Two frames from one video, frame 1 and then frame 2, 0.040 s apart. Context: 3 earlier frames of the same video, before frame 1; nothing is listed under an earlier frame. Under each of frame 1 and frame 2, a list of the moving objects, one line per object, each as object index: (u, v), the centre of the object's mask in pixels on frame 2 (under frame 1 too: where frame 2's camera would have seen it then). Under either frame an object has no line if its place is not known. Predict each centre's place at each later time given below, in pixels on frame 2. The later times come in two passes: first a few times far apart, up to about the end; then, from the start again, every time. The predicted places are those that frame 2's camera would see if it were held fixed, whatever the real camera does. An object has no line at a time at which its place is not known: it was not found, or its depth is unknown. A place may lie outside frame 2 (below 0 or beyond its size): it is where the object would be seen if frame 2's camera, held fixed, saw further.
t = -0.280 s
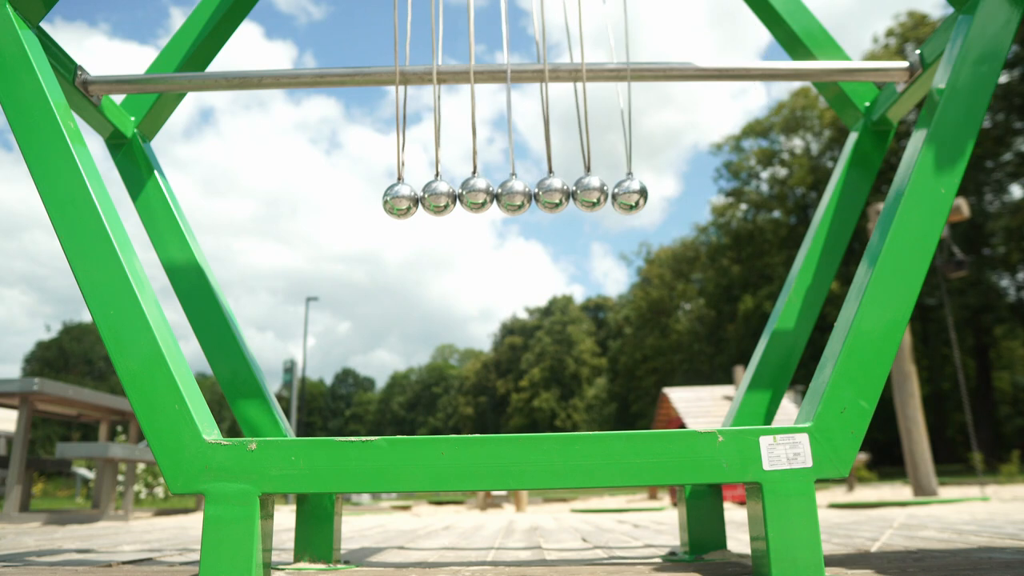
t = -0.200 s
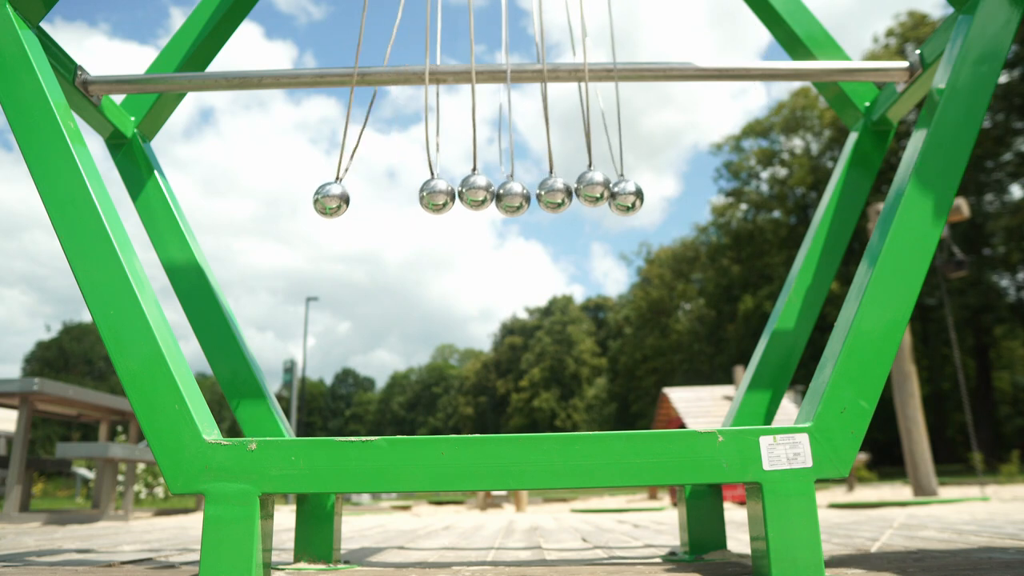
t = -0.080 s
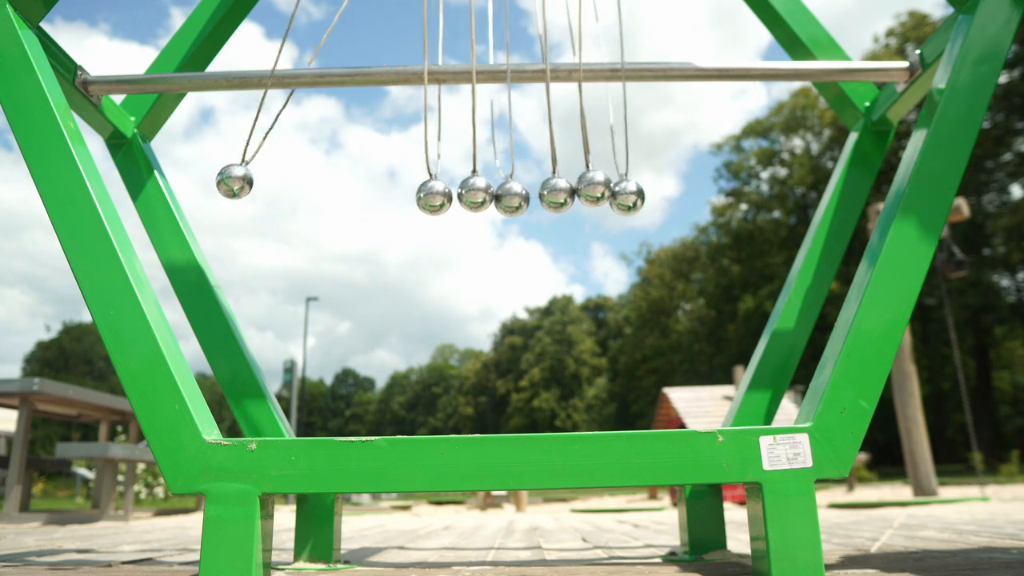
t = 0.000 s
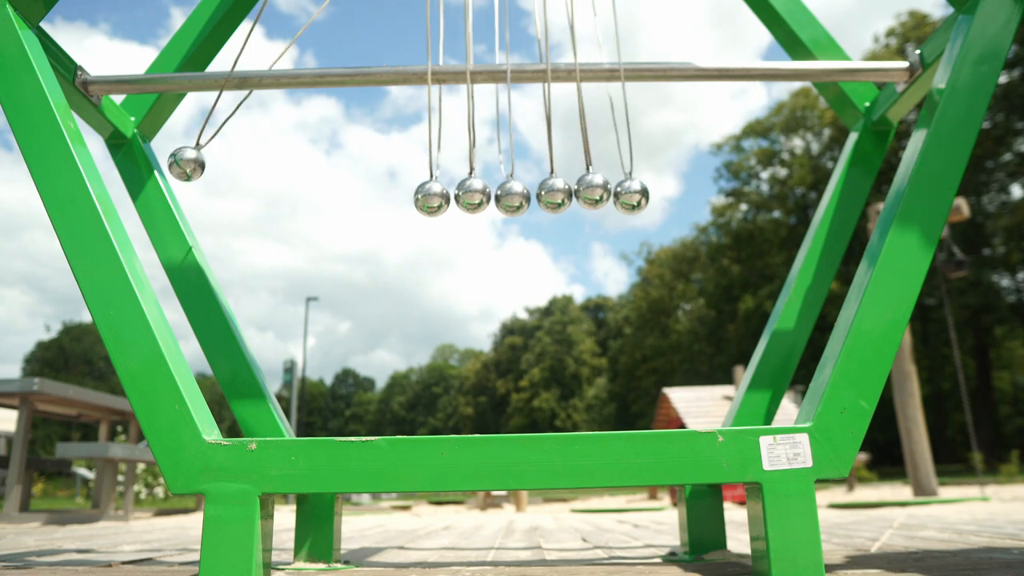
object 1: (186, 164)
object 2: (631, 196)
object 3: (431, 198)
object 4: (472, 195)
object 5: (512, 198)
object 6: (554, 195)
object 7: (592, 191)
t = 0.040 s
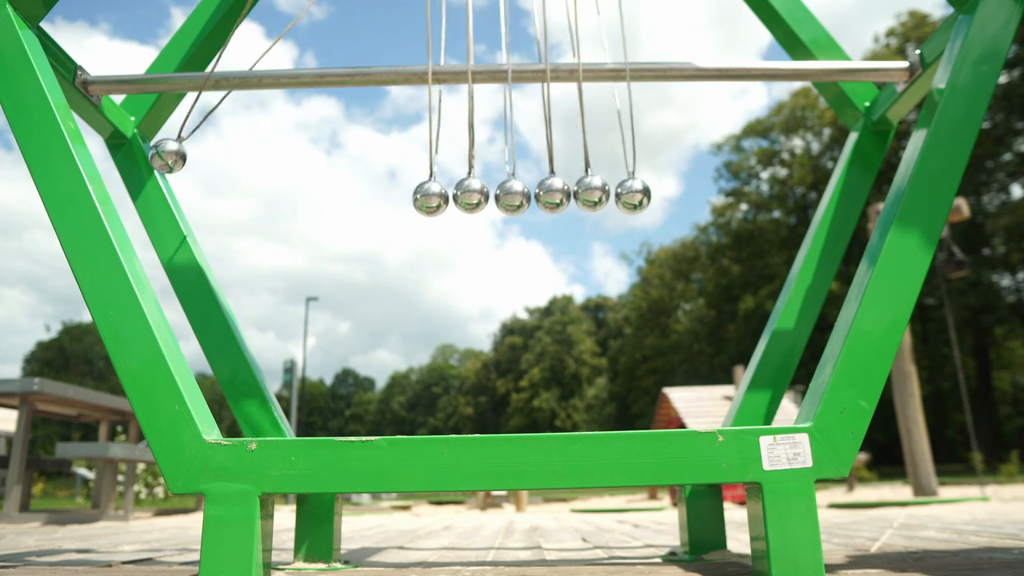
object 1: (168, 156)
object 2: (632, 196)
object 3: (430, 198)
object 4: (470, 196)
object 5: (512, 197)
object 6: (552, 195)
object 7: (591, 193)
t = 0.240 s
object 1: (124, 132)
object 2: (637, 196)
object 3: (424, 197)
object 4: (462, 195)
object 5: (505, 196)
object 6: (547, 195)
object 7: (587, 194)
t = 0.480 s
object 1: (178, 161)
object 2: (634, 196)
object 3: (417, 198)
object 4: (457, 195)
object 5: (496, 197)
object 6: (539, 195)
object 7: (582, 195)
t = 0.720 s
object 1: (353, 200)
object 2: (622, 196)
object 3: (414, 198)
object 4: (454, 195)
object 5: (495, 197)
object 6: (536, 195)
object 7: (577, 194)
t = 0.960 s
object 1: (386, 200)
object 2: (755, 175)
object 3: (425, 198)
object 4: (463, 193)
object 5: (502, 197)
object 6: (542, 195)
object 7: (580, 188)
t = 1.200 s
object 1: (382, 201)
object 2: (840, 141)
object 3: (428, 198)
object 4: (471, 195)
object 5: (512, 197)
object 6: (554, 195)
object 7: (592, 195)
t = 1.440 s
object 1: (377, 201)
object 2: (824, 149)
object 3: (429, 198)
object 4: (478, 195)
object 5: (521, 197)
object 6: (560, 194)
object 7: (603, 192)
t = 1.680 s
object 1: (380, 201)
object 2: (703, 188)
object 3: (431, 198)
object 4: (479, 195)
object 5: (519, 197)
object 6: (558, 194)
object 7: (601, 193)
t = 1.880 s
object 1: (334, 200)
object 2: (626, 197)
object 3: (424, 197)
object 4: (468, 193)
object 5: (509, 198)
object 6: (548, 195)
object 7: (588, 192)
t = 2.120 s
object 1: (214, 175)
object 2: (621, 196)
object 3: (415, 198)
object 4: (457, 195)
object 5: (500, 197)
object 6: (538, 195)
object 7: (579, 194)
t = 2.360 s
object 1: (187, 165)
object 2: (628, 196)
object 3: (398, 198)
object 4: (447, 195)
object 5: (492, 197)
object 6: (531, 195)
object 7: (580, 194)
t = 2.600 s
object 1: (260, 188)
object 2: (630, 196)
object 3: (399, 198)
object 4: (448, 195)
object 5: (492, 197)
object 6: (530, 195)
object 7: (581, 194)
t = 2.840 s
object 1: (380, 201)
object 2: (632, 196)
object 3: (422, 198)
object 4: (462, 194)
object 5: (500, 198)
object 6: (545, 195)
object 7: (589, 192)
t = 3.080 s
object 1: (397, 201)
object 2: (751, 177)
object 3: (435, 198)
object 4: (473, 195)
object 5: (513, 197)
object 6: (553, 194)
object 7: (596, 193)
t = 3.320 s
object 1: (390, 201)
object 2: (795, 162)
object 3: (436, 198)
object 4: (478, 195)
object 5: (524, 196)
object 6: (567, 194)
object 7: (617, 191)
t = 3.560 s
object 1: (384, 201)
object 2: (755, 175)
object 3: (434, 198)
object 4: (477, 195)
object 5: (524, 196)
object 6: (568, 194)
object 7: (619, 192)
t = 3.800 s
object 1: (382, 201)
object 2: (640, 196)
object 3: (429, 198)
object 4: (472, 195)
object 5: (513, 197)
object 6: (555, 195)
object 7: (601, 193)
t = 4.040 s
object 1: (296, 195)
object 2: (612, 197)
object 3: (418, 198)
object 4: (458, 195)
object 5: (496, 198)
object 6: (535, 195)
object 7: (574, 194)
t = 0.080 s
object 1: (153, 149)
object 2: (634, 195)
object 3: (429, 198)
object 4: (469, 195)
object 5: (512, 195)
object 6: (550, 194)
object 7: (590, 194)
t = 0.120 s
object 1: (141, 142)
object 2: (635, 195)
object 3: (428, 198)
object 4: (467, 195)
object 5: (511, 194)
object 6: (550, 194)
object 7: (589, 194)
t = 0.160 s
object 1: (132, 137)
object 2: (636, 196)
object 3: (426, 198)
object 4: (465, 195)
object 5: (509, 194)
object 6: (550, 194)
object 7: (588, 194)
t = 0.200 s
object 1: (127, 134)
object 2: (637, 196)
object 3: (425, 197)
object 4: (463, 195)
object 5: (507, 195)
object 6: (549, 195)
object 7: (587, 194)
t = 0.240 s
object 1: (124, 132)
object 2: (637, 196)
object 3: (424, 197)
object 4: (462, 195)
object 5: (505, 196)
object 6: (547, 195)
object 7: (587, 194)
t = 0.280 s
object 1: (125, 132)
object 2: (637, 196)
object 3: (422, 197)
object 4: (461, 195)
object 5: (503, 197)
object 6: (546, 195)
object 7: (587, 193)
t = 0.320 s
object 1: (128, 134)
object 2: (637, 196)
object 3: (421, 198)
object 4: (460, 195)
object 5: (501, 197)
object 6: (544, 195)
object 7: (586, 193)
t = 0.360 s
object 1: (135, 139)
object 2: (637, 196)
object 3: (420, 198)
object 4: (460, 195)
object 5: (500, 197)
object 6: (543, 195)
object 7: (585, 193)
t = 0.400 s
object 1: (146, 145)
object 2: (636, 196)
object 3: (419, 198)
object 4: (459, 195)
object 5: (498, 197)
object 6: (541, 195)
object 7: (584, 193)
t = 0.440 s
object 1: (160, 152)
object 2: (635, 196)
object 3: (418, 198)
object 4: (459, 195)
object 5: (496, 197)
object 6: (540, 195)
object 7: (584, 194)
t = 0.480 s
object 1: (178, 161)
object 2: (634, 196)
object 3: (417, 198)
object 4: (457, 195)
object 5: (496, 197)
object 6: (539, 195)
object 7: (582, 195)
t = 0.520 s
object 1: (199, 169)
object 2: (632, 196)
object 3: (416, 198)
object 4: (456, 195)
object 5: (496, 196)
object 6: (537, 195)
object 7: (581, 195)
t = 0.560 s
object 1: (223, 178)
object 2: (631, 196)
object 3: (416, 198)
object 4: (454, 195)
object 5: (496, 196)
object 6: (536, 195)
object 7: (581, 194)
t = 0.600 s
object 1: (252, 186)
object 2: (629, 196)
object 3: (416, 198)
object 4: (453, 195)
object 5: (497, 197)
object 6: (535, 195)
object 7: (580, 194)
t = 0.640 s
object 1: (283, 193)
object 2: (627, 196)
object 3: (415, 198)
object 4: (454, 195)
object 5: (497, 197)
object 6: (535, 195)
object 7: (579, 194)
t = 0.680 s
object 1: (317, 198)
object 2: (625, 196)
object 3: (414, 198)
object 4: (454, 195)
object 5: (496, 197)
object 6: (535, 195)
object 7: (578, 194)
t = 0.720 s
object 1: (353, 200)
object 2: (622, 196)
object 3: (414, 198)
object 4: (454, 195)
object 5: (495, 197)
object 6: (536, 195)
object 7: (577, 194)
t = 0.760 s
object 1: (378, 201)
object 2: (620, 197)
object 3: (418, 198)
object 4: (458, 195)
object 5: (499, 197)
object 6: (538, 195)
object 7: (577, 195)
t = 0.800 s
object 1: (379, 201)
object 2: (645, 195)
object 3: (419, 198)
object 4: (458, 192)
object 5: (500, 198)
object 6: (538, 195)
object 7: (582, 191)
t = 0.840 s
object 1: (381, 201)
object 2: (675, 193)
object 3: (420, 198)
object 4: (458, 191)
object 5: (501, 198)
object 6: (539, 195)
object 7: (582, 188)
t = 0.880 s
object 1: (383, 201)
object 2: (704, 188)
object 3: (422, 198)
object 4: (460, 191)
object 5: (501, 198)
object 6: (540, 195)
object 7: (581, 188)
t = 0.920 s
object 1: (385, 201)
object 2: (731, 183)
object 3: (424, 198)
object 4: (461, 191)
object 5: (502, 198)
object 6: (542, 195)
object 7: (580, 187)
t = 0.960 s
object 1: (386, 200)
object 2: (755, 175)
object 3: (425, 198)
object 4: (463, 193)
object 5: (502, 197)
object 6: (542, 195)
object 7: (580, 188)
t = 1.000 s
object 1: (388, 200)
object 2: (776, 168)
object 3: (426, 198)
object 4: (465, 194)
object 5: (503, 197)
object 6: (541, 195)
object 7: (582, 190)
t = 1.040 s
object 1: (388, 200)
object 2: (794, 163)
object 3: (427, 198)
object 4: (465, 195)
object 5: (503, 197)
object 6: (544, 195)
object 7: (584, 191)
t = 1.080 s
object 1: (386, 200)
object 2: (810, 156)
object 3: (427, 198)
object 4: (467, 195)
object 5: (506, 197)
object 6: (546, 195)
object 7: (586, 193)
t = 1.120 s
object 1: (385, 201)
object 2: (823, 150)
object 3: (428, 198)
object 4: (468, 195)
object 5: (508, 197)
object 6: (549, 195)
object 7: (588, 194)
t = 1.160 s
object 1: (383, 201)
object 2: (834, 144)
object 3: (428, 198)
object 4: (470, 195)
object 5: (510, 197)
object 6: (552, 195)
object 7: (590, 195)
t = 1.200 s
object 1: (382, 201)
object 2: (840, 141)
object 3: (428, 198)
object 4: (471, 195)
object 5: (512, 197)
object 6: (554, 195)
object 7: (592, 195)
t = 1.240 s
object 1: (380, 201)
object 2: (844, 138)
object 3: (428, 198)
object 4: (472, 195)
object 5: (514, 197)
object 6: (555, 194)
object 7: (595, 194)
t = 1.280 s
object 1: (379, 201)
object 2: (846, 137)
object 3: (428, 198)
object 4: (474, 195)
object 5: (515, 197)
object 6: (557, 194)
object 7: (597, 194)
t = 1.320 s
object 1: (378, 201)
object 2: (845, 138)
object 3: (429, 198)
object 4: (475, 195)
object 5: (517, 197)
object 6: (558, 194)
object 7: (599, 193)
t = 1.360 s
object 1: (377, 201)
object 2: (841, 140)
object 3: (429, 198)
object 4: (476, 195)
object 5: (518, 197)
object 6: (559, 194)
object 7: (601, 192)
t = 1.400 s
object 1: (377, 201)
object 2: (834, 144)
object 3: (429, 198)
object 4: (477, 195)
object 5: (520, 197)
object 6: (559, 194)
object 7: (602, 192)
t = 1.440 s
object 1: (377, 201)
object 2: (824, 149)
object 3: (429, 198)
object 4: (478, 195)
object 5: (521, 197)
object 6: (560, 194)
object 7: (603, 192)
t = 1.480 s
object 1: (377, 201)
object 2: (811, 156)
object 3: (430, 198)
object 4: (478, 195)
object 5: (521, 197)
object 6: (560, 194)
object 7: (604, 193)
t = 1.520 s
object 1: (377, 201)
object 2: (794, 162)
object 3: (430, 198)
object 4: (479, 195)
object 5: (522, 196)
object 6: (560, 194)
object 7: (604, 193)
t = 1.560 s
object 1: (377, 201)
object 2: (776, 169)
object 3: (430, 198)
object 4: (479, 195)
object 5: (521, 197)
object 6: (559, 194)
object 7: (603, 193)
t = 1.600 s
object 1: (378, 201)
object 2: (754, 176)
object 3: (431, 198)
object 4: (479, 195)
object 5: (521, 197)
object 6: (559, 194)
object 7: (603, 193)
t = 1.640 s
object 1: (379, 201)
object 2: (730, 182)
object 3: (431, 198)
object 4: (479, 195)
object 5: (520, 197)
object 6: (559, 195)
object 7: (602, 193)
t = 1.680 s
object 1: (380, 201)
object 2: (703, 188)
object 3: (431, 198)
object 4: (479, 195)
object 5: (519, 197)
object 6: (558, 194)
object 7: (601, 193)
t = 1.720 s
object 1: (382, 201)
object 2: (674, 192)
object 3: (431, 198)
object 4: (478, 195)
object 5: (517, 197)
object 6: (557, 195)
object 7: (600, 193)
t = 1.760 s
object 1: (383, 201)
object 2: (643, 195)
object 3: (431, 198)
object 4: (477, 195)
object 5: (516, 197)
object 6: (556, 195)
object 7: (598, 193)
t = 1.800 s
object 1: (385, 201)
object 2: (632, 196)
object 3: (425, 198)
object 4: (469, 194)
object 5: (514, 197)
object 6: (551, 195)
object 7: (593, 192)
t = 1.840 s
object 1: (361, 201)
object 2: (629, 197)
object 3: (423, 197)
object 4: (468, 193)
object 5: (512, 198)
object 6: (550, 195)
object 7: (591, 191)
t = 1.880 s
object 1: (334, 200)
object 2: (626, 197)
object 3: (424, 197)
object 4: (468, 193)
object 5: (509, 198)
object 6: (548, 195)
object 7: (588, 192)
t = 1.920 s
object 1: (309, 197)
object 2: (623, 196)
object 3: (426, 197)
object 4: (467, 194)
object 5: (507, 198)
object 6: (546, 195)
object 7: (586, 192)
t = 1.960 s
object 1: (285, 193)
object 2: (621, 196)
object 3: (427, 197)
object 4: (467, 195)
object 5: (505, 198)
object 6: (544, 195)
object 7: (582, 193)
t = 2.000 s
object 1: (264, 188)
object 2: (619, 196)
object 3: (427, 198)
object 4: (465, 195)
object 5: (504, 198)
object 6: (541, 195)
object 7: (580, 194)
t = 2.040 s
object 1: (244, 184)
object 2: (618, 196)
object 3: (423, 198)
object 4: (462, 195)
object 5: (503, 197)
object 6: (541, 195)
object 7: (580, 194)
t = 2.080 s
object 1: (228, 179)
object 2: (619, 196)
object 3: (419, 198)
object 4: (459, 195)
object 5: (501, 197)
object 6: (540, 195)
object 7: (579, 194)
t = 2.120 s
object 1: (214, 175)
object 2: (621, 196)
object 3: (415, 198)
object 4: (457, 195)
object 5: (500, 197)
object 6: (538, 195)
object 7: (579, 194)
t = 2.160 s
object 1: (203, 171)
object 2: (622, 196)
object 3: (411, 198)
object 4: (455, 195)
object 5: (498, 197)
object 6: (537, 195)
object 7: (580, 194)
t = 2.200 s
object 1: (195, 168)
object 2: (623, 196)
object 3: (408, 198)
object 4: (453, 195)
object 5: (496, 197)
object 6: (535, 195)
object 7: (580, 194)
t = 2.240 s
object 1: (188, 165)
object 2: (624, 196)
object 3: (405, 197)
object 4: (451, 195)
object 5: (495, 197)
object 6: (534, 195)
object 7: (580, 194)
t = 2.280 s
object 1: (185, 164)
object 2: (626, 196)
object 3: (402, 198)
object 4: (449, 195)
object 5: (494, 197)
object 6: (533, 195)
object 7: (580, 194)
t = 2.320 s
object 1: (185, 164)
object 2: (627, 196)
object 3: (400, 198)
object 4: (448, 195)
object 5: (493, 197)
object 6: (532, 195)
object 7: (580, 194)
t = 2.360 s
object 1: (187, 165)
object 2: (628, 196)
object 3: (398, 198)
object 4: (447, 195)
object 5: (492, 197)
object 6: (531, 195)
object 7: (580, 194)
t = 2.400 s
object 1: (193, 167)
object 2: (628, 196)
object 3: (397, 198)
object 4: (446, 195)
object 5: (492, 197)
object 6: (530, 195)
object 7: (580, 194)
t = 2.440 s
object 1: (200, 170)
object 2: (629, 196)
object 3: (396, 198)
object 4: (446, 195)
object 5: (491, 197)
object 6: (530, 195)
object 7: (580, 194)
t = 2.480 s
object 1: (211, 174)
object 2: (629, 196)
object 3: (396, 198)
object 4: (446, 195)
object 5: (491, 197)
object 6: (530, 195)
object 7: (581, 194)
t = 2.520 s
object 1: (225, 178)
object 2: (630, 196)
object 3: (396, 198)
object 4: (446, 195)
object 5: (491, 197)
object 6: (530, 195)
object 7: (581, 194)
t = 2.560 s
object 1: (241, 183)
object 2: (630, 196)
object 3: (397, 198)
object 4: (447, 195)
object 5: (491, 197)
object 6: (530, 195)
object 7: (581, 194)
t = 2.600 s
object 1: (260, 188)
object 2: (630, 196)
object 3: (399, 198)
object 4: (448, 195)
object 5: (492, 197)
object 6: (530, 195)
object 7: (581, 194)
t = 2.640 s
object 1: (281, 192)
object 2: (630, 196)
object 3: (400, 198)
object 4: (449, 195)
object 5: (493, 197)
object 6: (531, 195)
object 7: (581, 194)
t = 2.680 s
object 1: (304, 196)
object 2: (629, 196)
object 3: (403, 198)
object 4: (451, 195)
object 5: (494, 197)
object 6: (532, 195)
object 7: (582, 194)
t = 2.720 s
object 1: (329, 199)
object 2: (629, 196)
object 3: (405, 198)
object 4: (453, 195)
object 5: (495, 197)
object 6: (533, 195)
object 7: (582, 194)
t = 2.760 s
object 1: (355, 201)
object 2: (628, 196)
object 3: (408, 198)
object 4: (455, 195)
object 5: (496, 197)
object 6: (534, 195)
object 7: (582, 194)
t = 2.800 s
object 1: (375, 201)
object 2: (627, 196)
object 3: (419, 198)
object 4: (457, 195)
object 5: (497, 197)
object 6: (535, 195)
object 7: (582, 194)
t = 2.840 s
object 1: (380, 201)
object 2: (632, 196)
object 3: (422, 198)
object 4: (462, 194)
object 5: (500, 198)
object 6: (545, 195)
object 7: (589, 192)
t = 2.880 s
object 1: (384, 201)
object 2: (655, 195)
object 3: (425, 198)
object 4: (464, 194)
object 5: (501, 198)
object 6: (545, 195)
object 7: (590, 191)
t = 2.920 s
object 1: (389, 201)
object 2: (677, 193)
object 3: (428, 198)
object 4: (466, 194)
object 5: (503, 198)
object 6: (546, 195)
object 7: (589, 190)
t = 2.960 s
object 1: (393, 201)
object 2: (698, 189)
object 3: (431, 198)
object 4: (468, 194)
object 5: (506, 198)
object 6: (546, 195)
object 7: (589, 191)
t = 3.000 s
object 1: (394, 201)
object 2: (718, 185)
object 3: (434, 198)
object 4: (472, 195)
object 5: (510, 197)
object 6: (548, 195)
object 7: (588, 192)
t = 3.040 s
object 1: (396, 201)
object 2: (735, 180)
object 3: (435, 198)
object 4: (473, 195)
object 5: (512, 197)
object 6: (550, 194)
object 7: (591, 193)
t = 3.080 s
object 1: (397, 201)
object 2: (751, 177)
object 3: (435, 198)
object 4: (473, 195)
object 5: (513, 197)
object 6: (553, 194)
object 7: (596, 193)
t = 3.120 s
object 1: (397, 201)
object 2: (764, 173)
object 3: (436, 198)
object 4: (474, 195)
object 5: (516, 197)
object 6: (556, 195)
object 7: (600, 193)
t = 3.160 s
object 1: (396, 201)
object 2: (774, 169)
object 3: (436, 198)
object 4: (474, 195)
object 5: (518, 197)
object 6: (559, 195)
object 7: (604, 193)
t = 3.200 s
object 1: (394, 201)
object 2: (783, 166)
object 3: (436, 198)
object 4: (475, 195)
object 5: (520, 197)
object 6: (562, 194)
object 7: (608, 193)
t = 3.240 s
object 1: (393, 201)
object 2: (789, 164)
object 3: (436, 198)
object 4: (476, 195)
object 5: (521, 197)
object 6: (564, 194)
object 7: (612, 192)
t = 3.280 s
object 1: (392, 201)
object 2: (793, 163)
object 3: (436, 198)
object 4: (477, 195)
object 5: (523, 196)
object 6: (566, 194)
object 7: (615, 192)
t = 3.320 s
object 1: (390, 201)
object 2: (795, 162)
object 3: (436, 198)
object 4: (478, 195)
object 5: (524, 196)
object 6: (567, 194)
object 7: (617, 191)
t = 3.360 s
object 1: (389, 201)
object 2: (794, 162)
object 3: (436, 198)
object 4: (478, 195)
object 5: (524, 196)
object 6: (568, 194)
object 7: (619, 192)
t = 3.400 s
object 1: (388, 201)
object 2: (791, 164)
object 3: (436, 198)
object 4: (478, 195)
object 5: (525, 196)
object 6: (569, 194)
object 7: (620, 192)
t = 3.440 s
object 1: (387, 201)
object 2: (786, 165)
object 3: (435, 198)
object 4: (478, 195)
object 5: (525, 196)
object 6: (569, 194)
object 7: (621, 192)
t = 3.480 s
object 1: (386, 201)
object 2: (778, 168)
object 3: (435, 198)
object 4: (478, 195)
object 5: (525, 196)
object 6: (569, 194)
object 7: (621, 192)
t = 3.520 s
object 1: (385, 201)
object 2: (767, 172)
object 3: (434, 198)
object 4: (478, 195)
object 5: (524, 197)
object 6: (569, 194)
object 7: (620, 192)
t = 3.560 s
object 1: (384, 201)
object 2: (755, 175)
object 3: (434, 198)
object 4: (477, 195)
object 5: (524, 196)
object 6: (568, 194)
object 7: (619, 192)
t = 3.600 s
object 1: (383, 201)
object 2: (741, 180)
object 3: (433, 198)
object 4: (477, 195)
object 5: (523, 196)
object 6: (567, 194)
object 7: (617, 192)
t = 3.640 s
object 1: (383, 201)
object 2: (724, 184)
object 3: (432, 198)
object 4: (476, 195)
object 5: (521, 197)
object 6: (565, 194)
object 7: (615, 192)
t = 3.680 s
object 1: (382, 201)
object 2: (705, 188)
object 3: (431, 198)
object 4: (475, 195)
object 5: (519, 197)
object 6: (563, 194)
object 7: (612, 192)
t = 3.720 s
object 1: (382, 201)
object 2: (684, 191)
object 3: (431, 198)
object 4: (474, 195)
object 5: (518, 197)
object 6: (561, 194)
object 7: (609, 193)
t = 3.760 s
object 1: (382, 201)
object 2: (662, 194)
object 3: (430, 198)
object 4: (473, 195)
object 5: (516, 197)
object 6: (558, 194)
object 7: (605, 193)
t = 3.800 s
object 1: (382, 201)
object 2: (640, 196)
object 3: (429, 198)
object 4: (472, 195)
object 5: (513, 197)
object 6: (555, 195)
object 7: (601, 193)
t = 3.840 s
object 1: (382, 201)
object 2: (633, 196)
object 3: (428, 198)
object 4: (467, 195)
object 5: (508, 197)
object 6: (548, 195)
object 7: (590, 193)
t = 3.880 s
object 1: (371, 201)
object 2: (627, 197)
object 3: (420, 197)
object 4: (465, 194)
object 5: (506, 198)
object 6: (546, 195)
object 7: (586, 192)
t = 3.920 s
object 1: (351, 201)
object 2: (622, 197)
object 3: (420, 197)
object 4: (464, 194)
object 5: (504, 198)
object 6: (543, 195)
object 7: (582, 193)
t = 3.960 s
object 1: (331, 199)
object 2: (617, 196)
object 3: (420, 197)
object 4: (463, 195)
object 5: (503, 198)
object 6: (540, 195)
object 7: (578, 194)
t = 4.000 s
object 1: (313, 197)
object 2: (614, 196)
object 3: (420, 197)
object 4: (461, 195)
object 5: (499, 198)
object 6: (537, 195)
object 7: (576, 194)
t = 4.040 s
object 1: (296, 195)
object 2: (612, 197)
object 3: (418, 198)
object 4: (458, 195)
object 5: (496, 198)
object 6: (535, 195)
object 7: (574, 194)
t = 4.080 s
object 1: (281, 192)
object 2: (611, 197)
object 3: (413, 198)
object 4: (455, 195)
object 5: (495, 197)
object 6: (534, 195)
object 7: (573, 194)
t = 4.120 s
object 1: (268, 190)
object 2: (610, 197)
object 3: (408, 198)
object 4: (452, 195)
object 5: (493, 197)
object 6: (534, 195)
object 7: (573, 194)
